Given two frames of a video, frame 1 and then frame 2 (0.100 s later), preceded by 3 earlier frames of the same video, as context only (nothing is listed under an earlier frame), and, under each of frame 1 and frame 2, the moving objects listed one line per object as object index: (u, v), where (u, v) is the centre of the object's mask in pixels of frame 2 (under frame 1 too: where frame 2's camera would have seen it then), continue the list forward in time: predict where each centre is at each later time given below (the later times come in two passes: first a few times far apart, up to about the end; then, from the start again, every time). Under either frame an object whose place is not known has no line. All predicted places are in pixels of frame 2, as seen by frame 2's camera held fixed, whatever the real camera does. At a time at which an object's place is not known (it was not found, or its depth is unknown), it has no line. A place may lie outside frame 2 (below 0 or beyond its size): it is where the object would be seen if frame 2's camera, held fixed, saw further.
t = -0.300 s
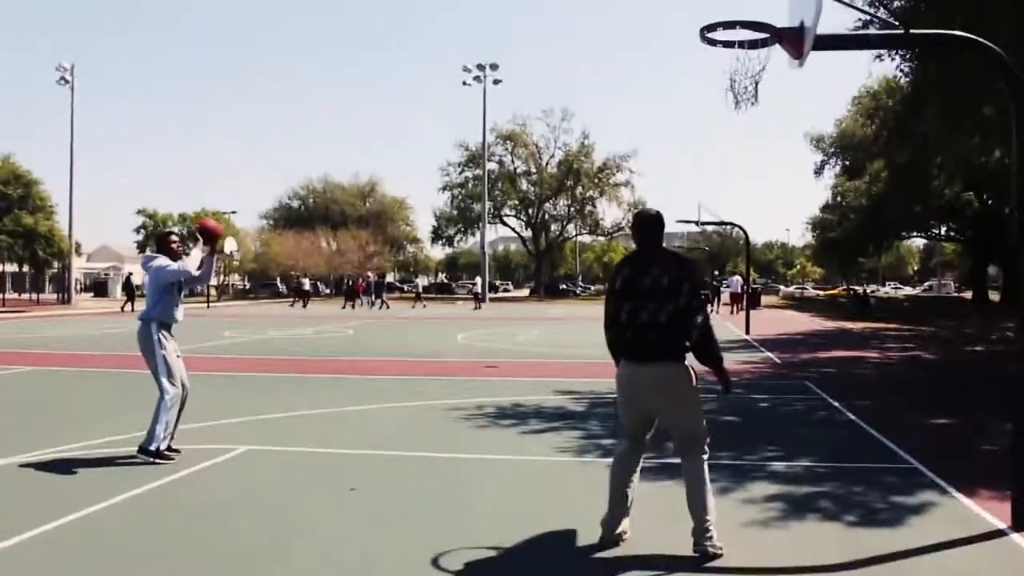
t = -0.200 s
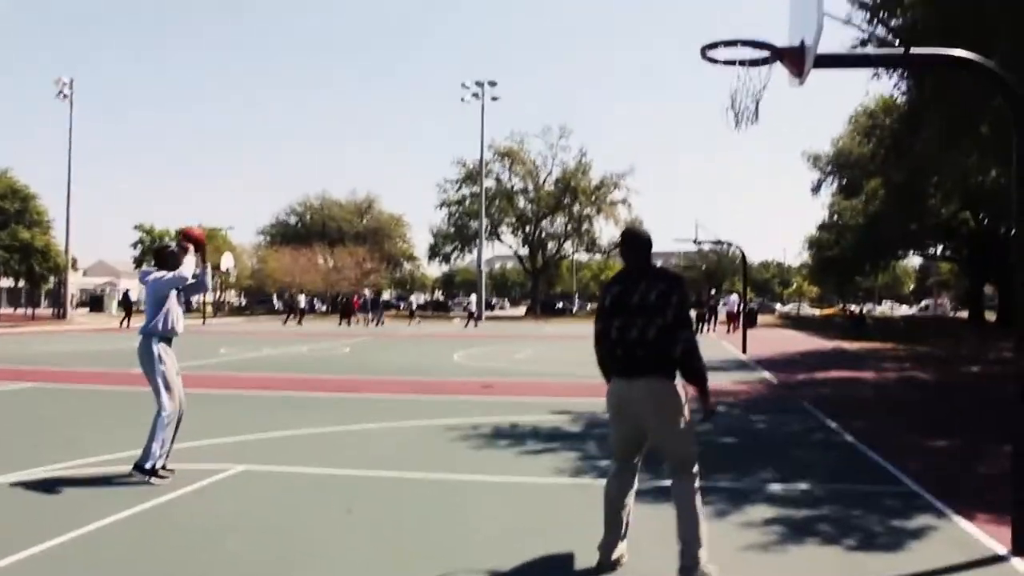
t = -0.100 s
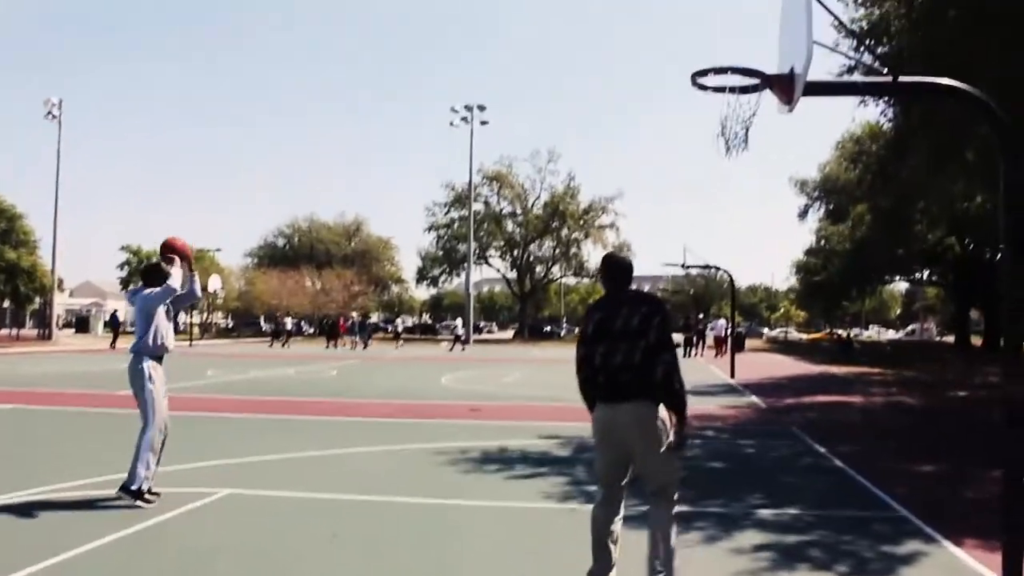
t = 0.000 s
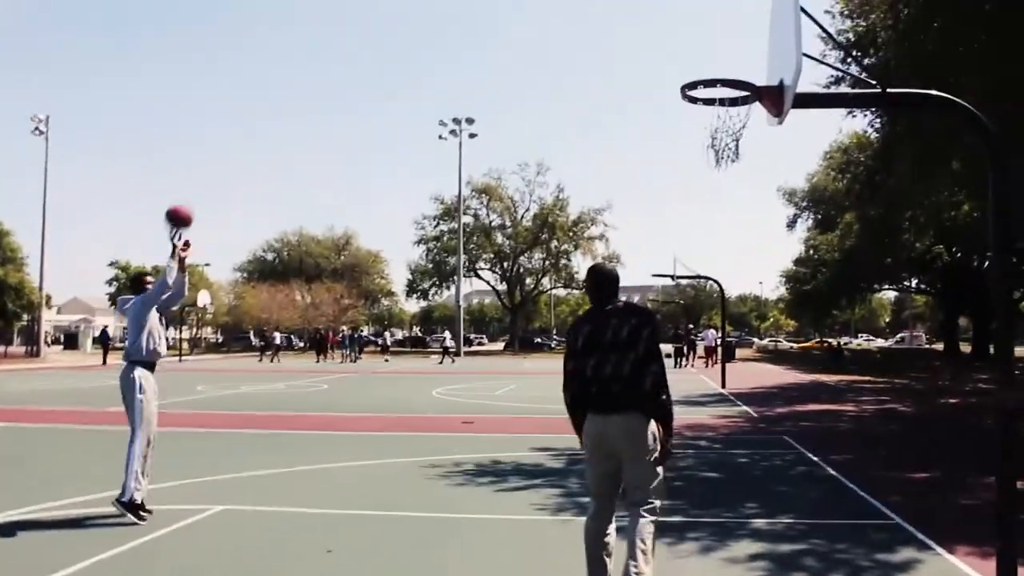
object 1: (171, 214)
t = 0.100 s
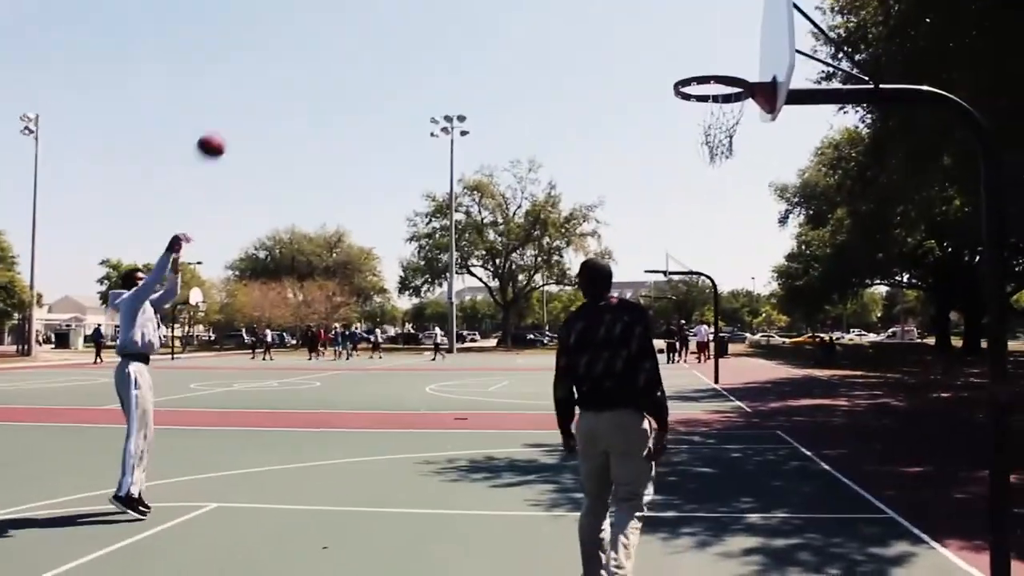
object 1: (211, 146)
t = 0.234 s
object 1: (267, 68)
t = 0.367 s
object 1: (327, 7)
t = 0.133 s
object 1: (224, 124)
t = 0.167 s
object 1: (238, 104)
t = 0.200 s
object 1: (252, 86)
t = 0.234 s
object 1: (267, 68)
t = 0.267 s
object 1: (281, 51)
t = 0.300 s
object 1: (296, 35)
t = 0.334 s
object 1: (311, 20)
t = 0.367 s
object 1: (327, 7)
